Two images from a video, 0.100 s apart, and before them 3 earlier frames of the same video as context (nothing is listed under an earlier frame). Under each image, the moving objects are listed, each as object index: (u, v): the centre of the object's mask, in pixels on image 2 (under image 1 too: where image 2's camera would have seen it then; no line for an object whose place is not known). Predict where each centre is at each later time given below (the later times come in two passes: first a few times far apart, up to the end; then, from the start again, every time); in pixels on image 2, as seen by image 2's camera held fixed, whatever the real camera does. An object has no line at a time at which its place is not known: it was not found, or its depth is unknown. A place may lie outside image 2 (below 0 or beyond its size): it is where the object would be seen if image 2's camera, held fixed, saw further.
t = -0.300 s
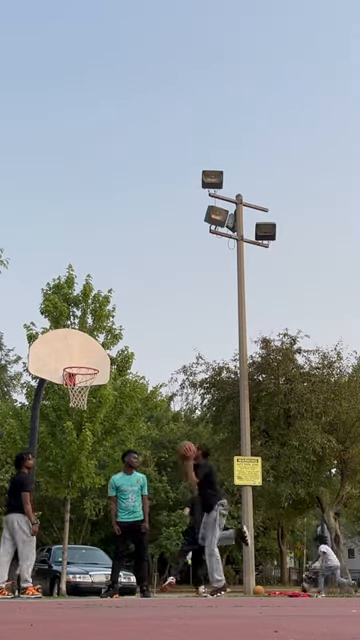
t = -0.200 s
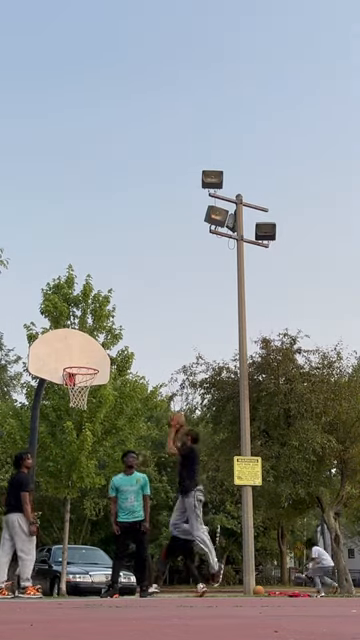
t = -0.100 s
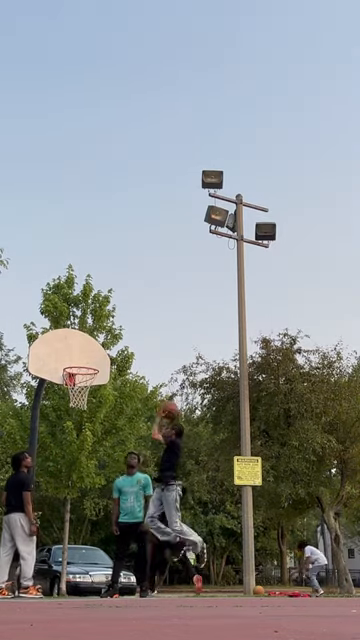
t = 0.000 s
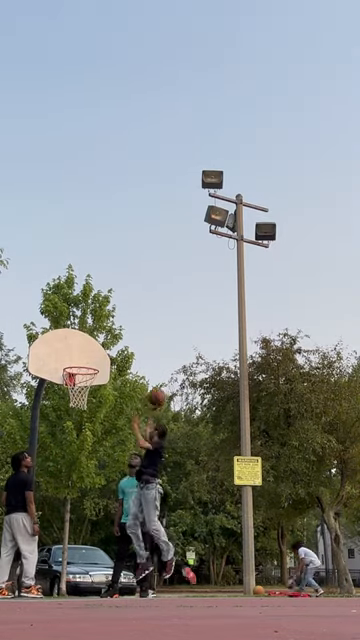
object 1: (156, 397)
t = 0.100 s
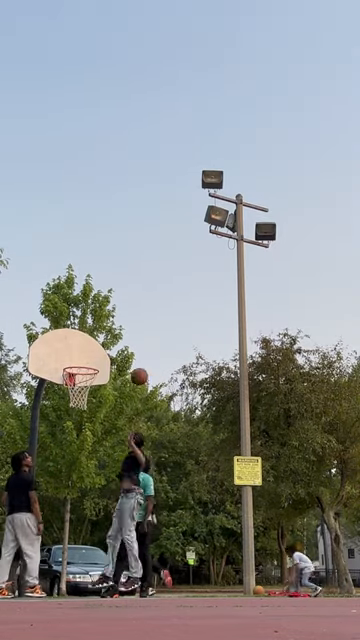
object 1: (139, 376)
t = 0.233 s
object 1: (116, 361)
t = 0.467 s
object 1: (89, 359)
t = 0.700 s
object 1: (73, 376)
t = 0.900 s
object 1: (76, 397)
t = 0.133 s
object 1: (134, 371)
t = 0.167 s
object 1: (127, 367)
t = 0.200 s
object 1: (122, 364)
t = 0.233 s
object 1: (116, 361)
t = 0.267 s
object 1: (111, 358)
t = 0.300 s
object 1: (105, 358)
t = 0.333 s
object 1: (99, 357)
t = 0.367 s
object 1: (94, 357)
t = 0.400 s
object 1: (89, 358)
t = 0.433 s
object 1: (89, 358)
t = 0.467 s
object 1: (89, 359)
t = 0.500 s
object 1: (89, 360)
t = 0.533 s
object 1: (89, 363)
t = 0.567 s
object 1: (89, 366)
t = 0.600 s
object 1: (87, 369)
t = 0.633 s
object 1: (83, 370)
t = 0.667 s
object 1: (78, 373)
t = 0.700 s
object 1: (73, 376)
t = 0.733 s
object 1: (71, 378)
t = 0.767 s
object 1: (71, 381)
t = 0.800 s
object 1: (72, 382)
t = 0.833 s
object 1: (75, 388)
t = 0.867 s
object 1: (76, 392)
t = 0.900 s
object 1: (76, 397)
